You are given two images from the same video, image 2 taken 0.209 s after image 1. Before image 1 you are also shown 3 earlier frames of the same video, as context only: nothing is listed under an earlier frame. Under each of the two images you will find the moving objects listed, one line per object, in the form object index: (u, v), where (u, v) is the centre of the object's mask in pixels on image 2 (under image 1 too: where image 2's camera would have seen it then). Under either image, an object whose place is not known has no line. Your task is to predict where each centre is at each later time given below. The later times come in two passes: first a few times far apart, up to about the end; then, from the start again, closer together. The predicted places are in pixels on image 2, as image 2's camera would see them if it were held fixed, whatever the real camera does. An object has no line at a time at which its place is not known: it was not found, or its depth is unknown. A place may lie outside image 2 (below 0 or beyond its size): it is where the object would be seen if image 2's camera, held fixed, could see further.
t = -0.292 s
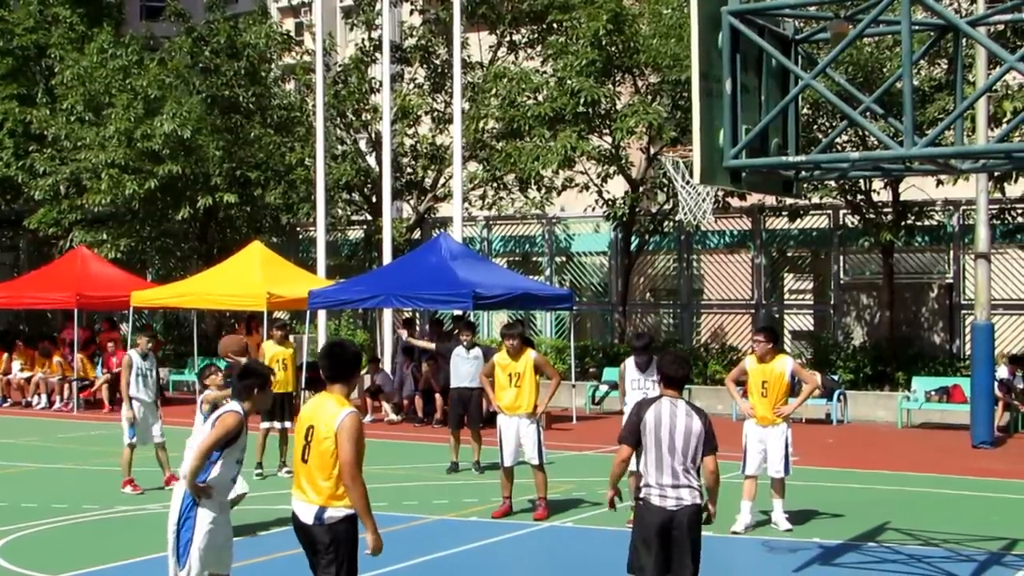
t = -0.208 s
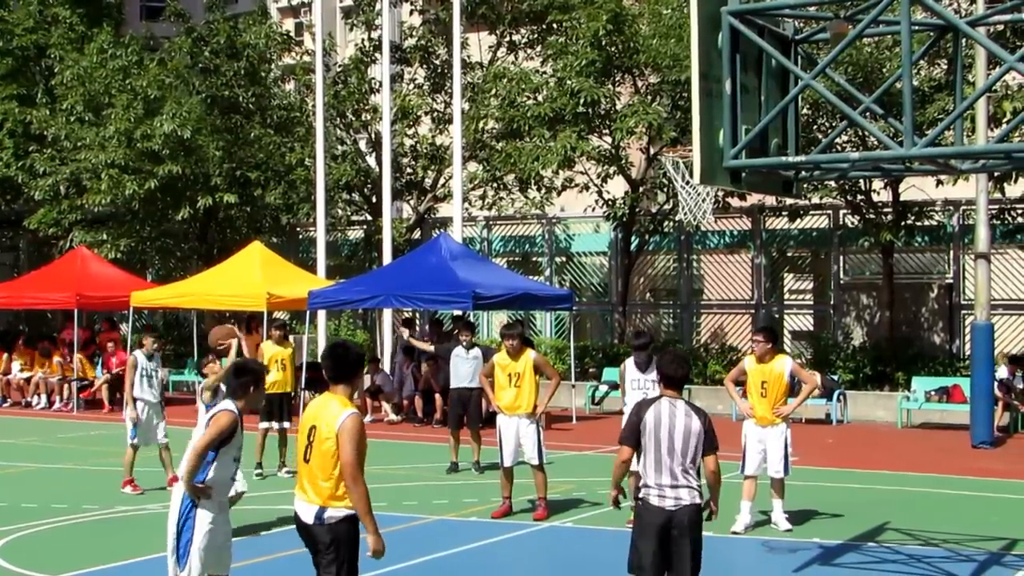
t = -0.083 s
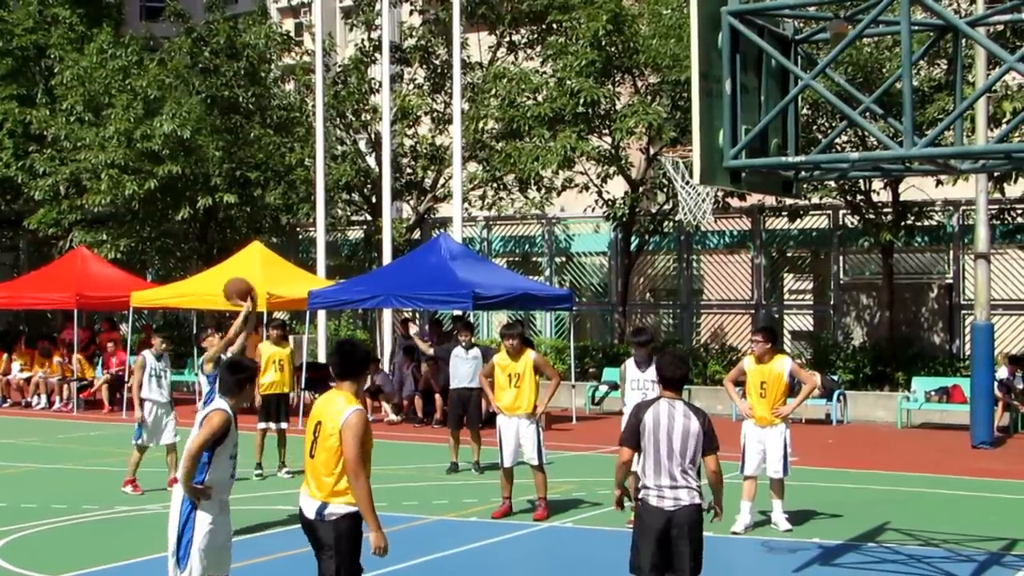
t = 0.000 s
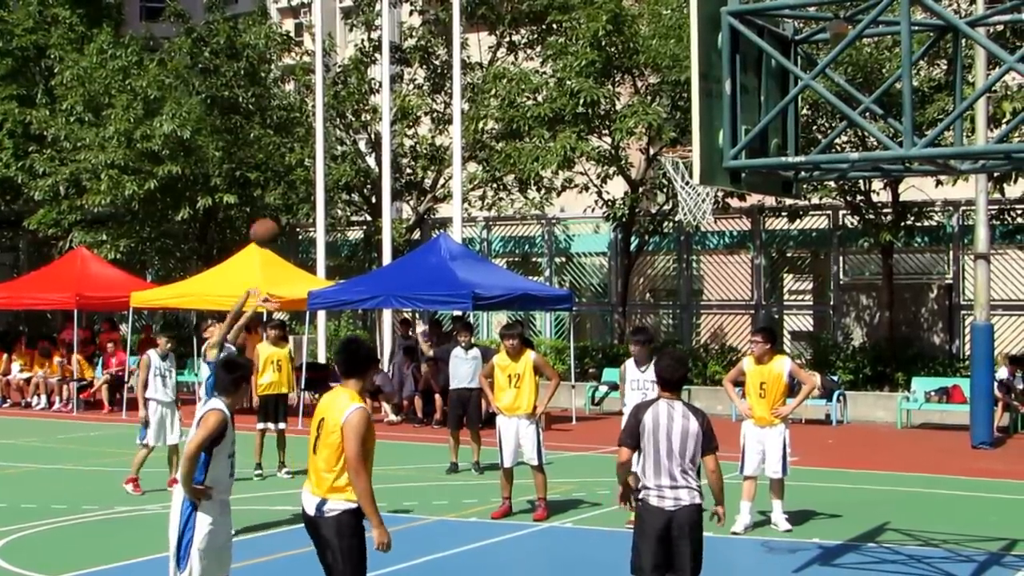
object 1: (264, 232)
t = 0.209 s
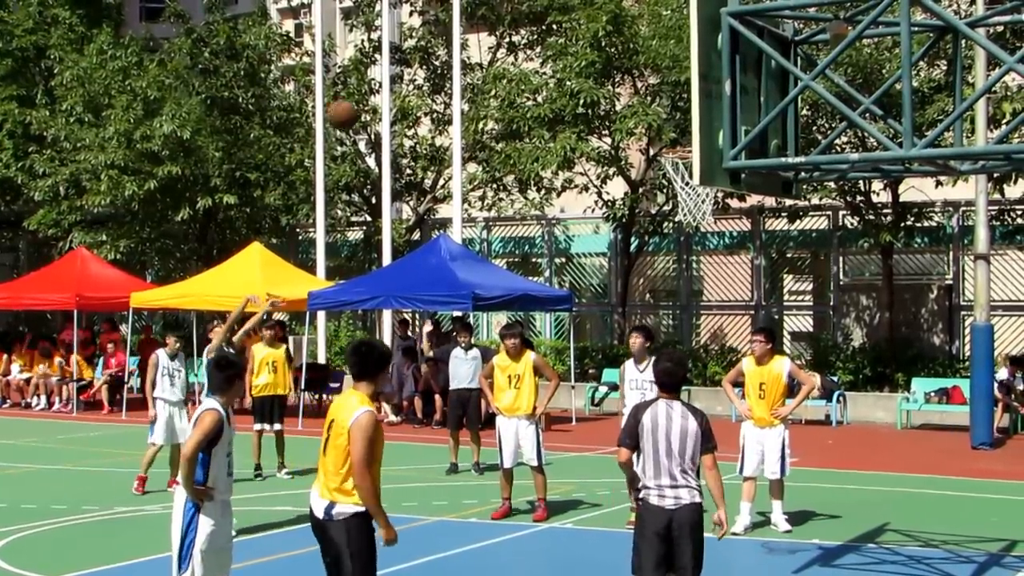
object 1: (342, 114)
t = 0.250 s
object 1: (358, 96)
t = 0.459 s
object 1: (442, 33)
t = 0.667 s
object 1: (534, 22)
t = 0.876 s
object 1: (635, 76)
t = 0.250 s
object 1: (358, 96)
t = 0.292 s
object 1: (374, 80)
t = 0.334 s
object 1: (393, 65)
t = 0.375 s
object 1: (409, 53)
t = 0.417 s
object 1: (426, 41)
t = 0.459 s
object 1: (442, 33)
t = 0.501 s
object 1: (461, 27)
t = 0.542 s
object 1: (479, 22)
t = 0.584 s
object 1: (497, 21)
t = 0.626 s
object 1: (515, 20)
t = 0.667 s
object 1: (534, 22)
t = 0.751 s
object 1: (573, 36)
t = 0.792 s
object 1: (594, 46)
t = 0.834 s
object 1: (614, 60)
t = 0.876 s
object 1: (635, 76)
